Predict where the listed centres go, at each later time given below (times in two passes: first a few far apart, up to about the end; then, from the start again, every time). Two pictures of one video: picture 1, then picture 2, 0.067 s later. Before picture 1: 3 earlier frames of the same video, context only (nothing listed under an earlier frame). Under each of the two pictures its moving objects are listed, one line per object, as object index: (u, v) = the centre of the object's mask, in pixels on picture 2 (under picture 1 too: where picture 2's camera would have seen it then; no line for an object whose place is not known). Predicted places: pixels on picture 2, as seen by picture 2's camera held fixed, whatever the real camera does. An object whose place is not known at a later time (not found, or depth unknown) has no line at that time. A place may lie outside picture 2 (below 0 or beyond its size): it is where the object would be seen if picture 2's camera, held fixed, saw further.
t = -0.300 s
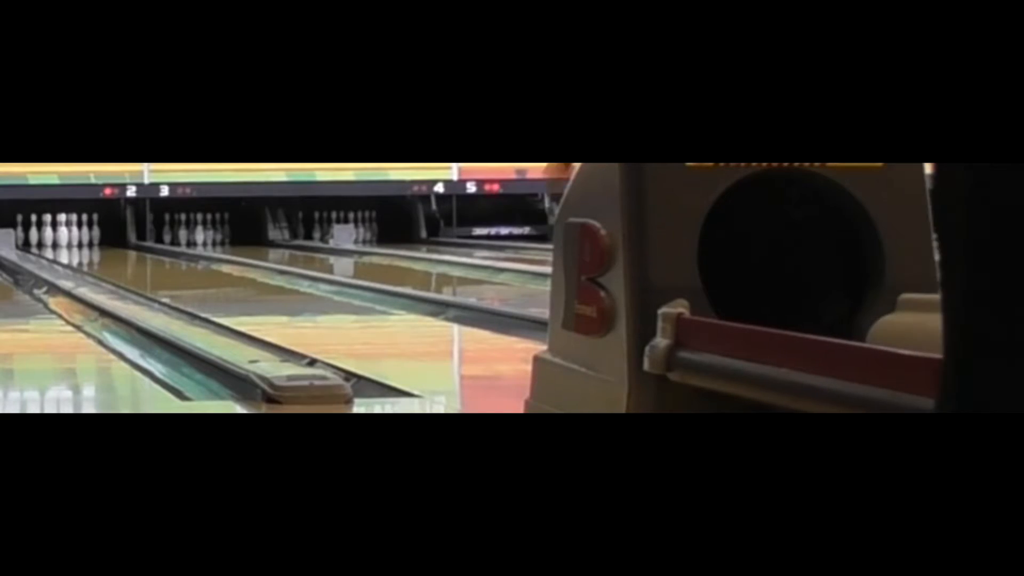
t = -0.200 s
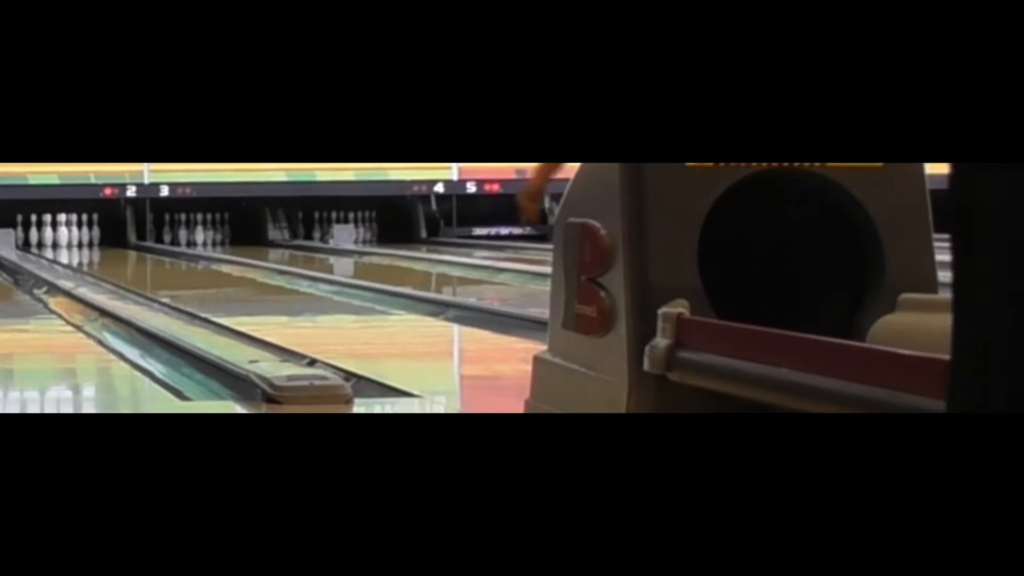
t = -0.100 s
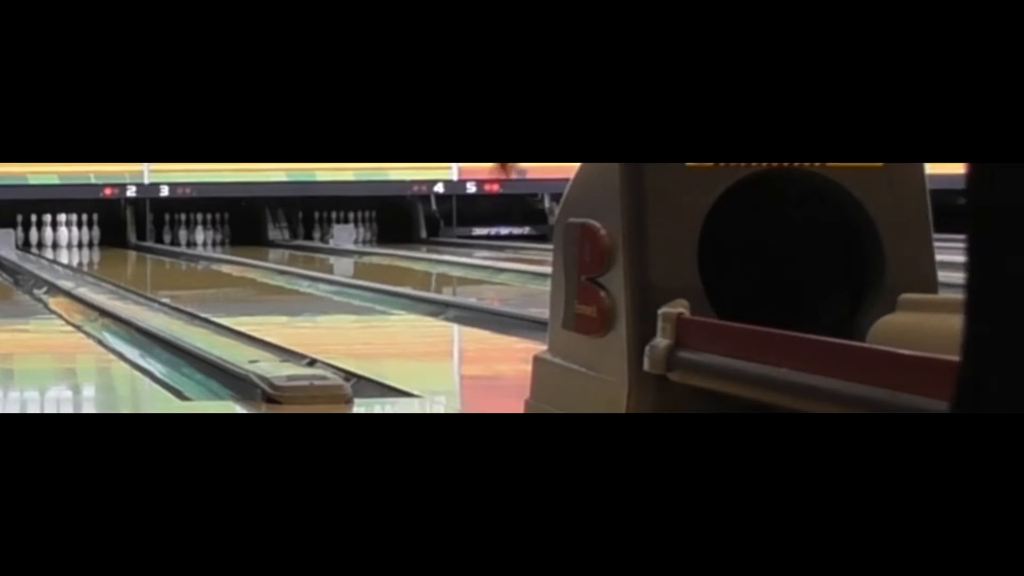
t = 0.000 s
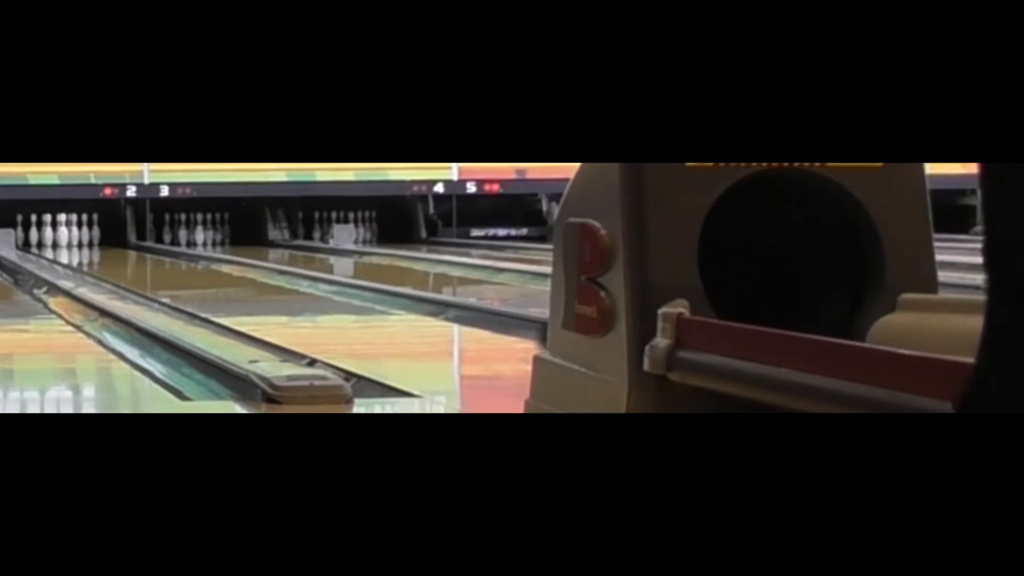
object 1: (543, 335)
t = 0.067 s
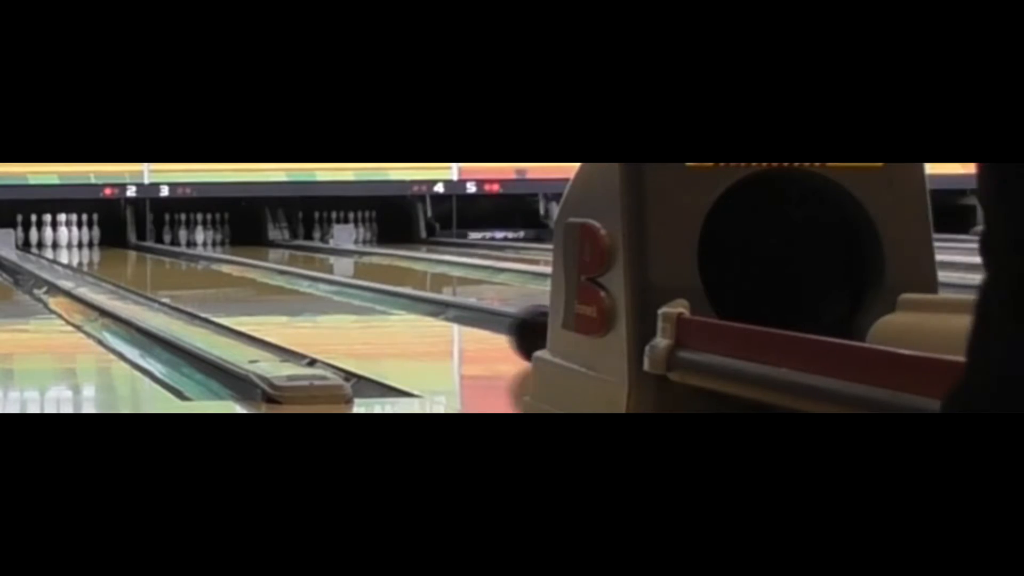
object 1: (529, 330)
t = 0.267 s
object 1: (464, 316)
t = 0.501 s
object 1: (395, 302)
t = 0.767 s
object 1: (334, 288)
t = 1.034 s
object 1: (288, 277)
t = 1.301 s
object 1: (248, 268)
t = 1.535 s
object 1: (218, 262)
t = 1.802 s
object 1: (193, 256)
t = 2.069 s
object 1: (169, 250)
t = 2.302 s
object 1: (153, 247)
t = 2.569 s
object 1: (136, 244)
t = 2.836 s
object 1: (118, 242)
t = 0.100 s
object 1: (523, 329)
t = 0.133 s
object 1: (513, 328)
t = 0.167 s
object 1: (500, 324)
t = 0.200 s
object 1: (487, 322)
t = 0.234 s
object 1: (475, 319)
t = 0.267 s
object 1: (464, 316)
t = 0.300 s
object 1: (453, 314)
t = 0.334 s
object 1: (442, 312)
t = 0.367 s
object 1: (431, 310)
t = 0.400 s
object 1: (422, 307)
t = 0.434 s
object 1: (413, 306)
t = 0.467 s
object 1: (403, 303)
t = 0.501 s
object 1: (395, 302)
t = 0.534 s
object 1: (386, 300)
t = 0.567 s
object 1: (378, 298)
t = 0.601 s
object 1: (370, 296)
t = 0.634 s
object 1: (363, 294)
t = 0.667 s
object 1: (356, 293)
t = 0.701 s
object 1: (348, 291)
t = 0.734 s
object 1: (342, 289)
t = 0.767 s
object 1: (334, 288)
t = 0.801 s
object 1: (328, 286)
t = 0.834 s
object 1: (322, 285)
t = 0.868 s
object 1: (315, 284)
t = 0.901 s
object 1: (309, 283)
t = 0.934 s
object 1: (304, 281)
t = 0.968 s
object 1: (299, 280)
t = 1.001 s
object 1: (293, 279)
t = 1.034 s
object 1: (288, 277)
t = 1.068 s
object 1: (282, 276)
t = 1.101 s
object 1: (277, 275)
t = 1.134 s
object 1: (271, 273)
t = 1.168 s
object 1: (266, 272)
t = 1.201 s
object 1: (261, 271)
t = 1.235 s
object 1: (256, 270)
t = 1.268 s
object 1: (252, 269)
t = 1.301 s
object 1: (248, 268)
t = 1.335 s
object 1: (244, 267)
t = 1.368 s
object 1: (239, 266)
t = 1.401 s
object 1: (235, 265)
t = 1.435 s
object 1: (230, 264)
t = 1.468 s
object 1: (226, 263)
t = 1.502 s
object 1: (222, 262)
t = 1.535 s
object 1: (218, 262)
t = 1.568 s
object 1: (216, 260)
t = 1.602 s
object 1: (213, 260)
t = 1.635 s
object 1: (209, 259)
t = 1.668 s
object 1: (206, 258)
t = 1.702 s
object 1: (202, 258)
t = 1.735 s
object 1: (199, 257)
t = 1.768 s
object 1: (195, 257)
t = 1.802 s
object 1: (193, 256)
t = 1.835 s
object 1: (191, 255)
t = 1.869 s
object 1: (188, 254)
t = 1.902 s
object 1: (185, 253)
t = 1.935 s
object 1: (181, 252)
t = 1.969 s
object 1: (178, 252)
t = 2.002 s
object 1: (175, 252)
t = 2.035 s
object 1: (172, 251)
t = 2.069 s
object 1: (169, 250)
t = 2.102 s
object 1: (167, 249)
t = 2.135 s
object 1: (166, 249)
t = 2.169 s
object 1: (163, 249)
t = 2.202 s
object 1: (160, 249)
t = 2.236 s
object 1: (158, 248)
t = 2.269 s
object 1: (155, 248)
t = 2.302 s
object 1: (153, 247)
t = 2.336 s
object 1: (150, 246)
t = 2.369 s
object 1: (148, 246)
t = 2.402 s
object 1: (146, 246)
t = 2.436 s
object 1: (144, 245)
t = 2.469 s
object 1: (143, 245)
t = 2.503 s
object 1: (141, 245)
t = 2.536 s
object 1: (139, 245)
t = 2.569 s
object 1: (136, 244)
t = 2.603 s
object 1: (133, 244)
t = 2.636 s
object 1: (131, 243)
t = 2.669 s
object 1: (128, 243)
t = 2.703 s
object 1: (126, 243)
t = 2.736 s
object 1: (124, 243)
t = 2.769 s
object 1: (121, 242)
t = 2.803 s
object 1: (119, 243)
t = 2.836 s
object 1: (118, 242)
